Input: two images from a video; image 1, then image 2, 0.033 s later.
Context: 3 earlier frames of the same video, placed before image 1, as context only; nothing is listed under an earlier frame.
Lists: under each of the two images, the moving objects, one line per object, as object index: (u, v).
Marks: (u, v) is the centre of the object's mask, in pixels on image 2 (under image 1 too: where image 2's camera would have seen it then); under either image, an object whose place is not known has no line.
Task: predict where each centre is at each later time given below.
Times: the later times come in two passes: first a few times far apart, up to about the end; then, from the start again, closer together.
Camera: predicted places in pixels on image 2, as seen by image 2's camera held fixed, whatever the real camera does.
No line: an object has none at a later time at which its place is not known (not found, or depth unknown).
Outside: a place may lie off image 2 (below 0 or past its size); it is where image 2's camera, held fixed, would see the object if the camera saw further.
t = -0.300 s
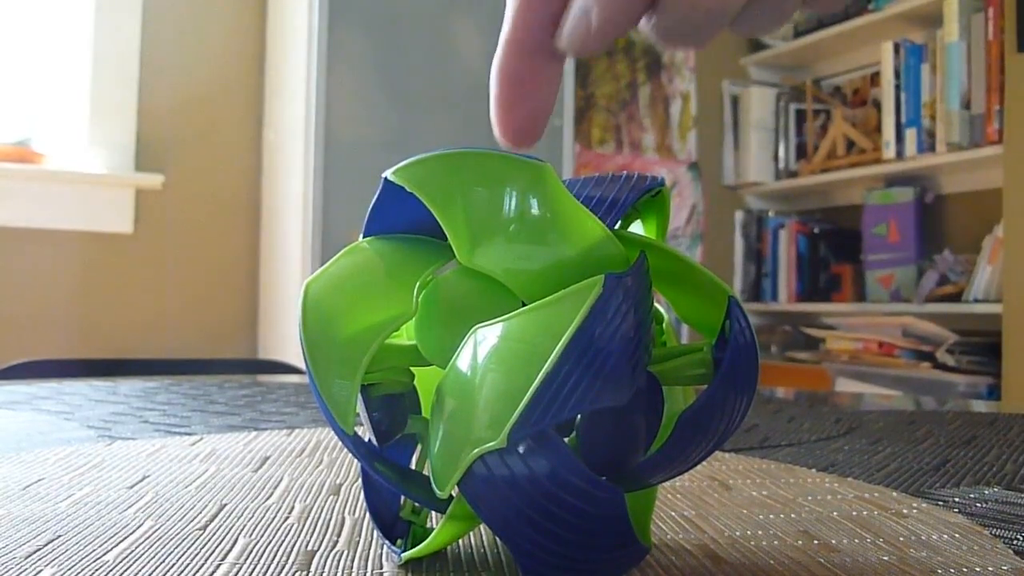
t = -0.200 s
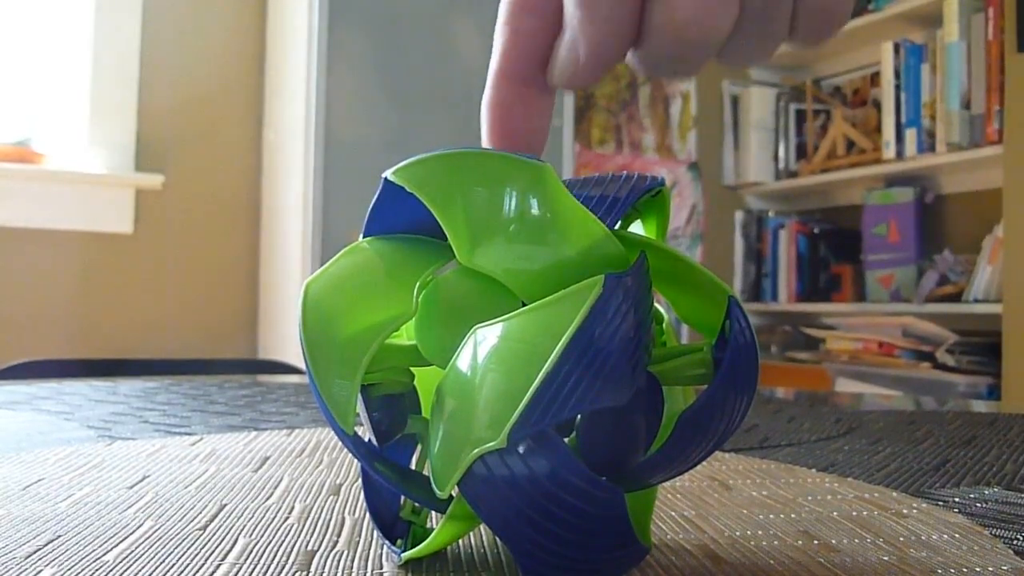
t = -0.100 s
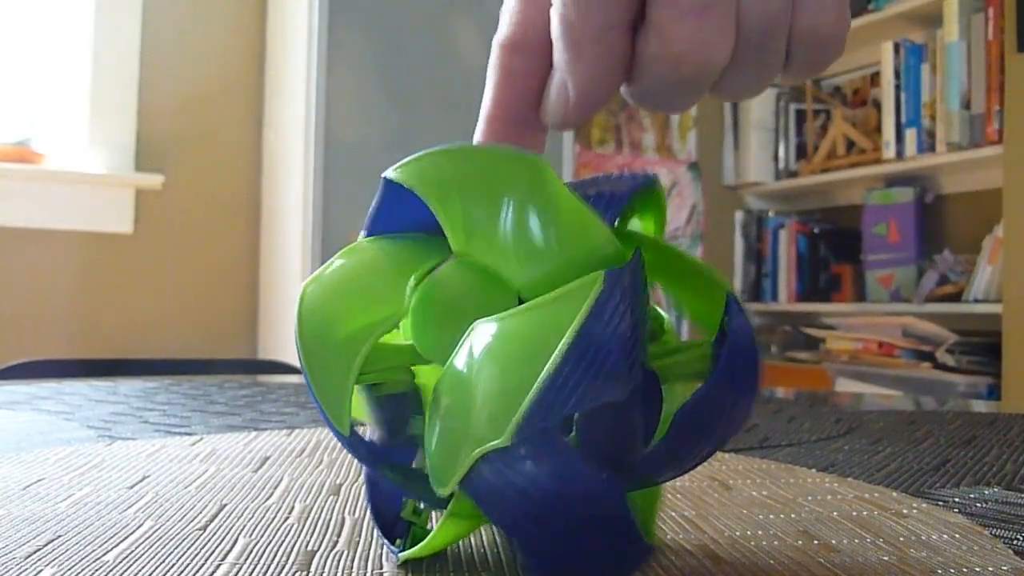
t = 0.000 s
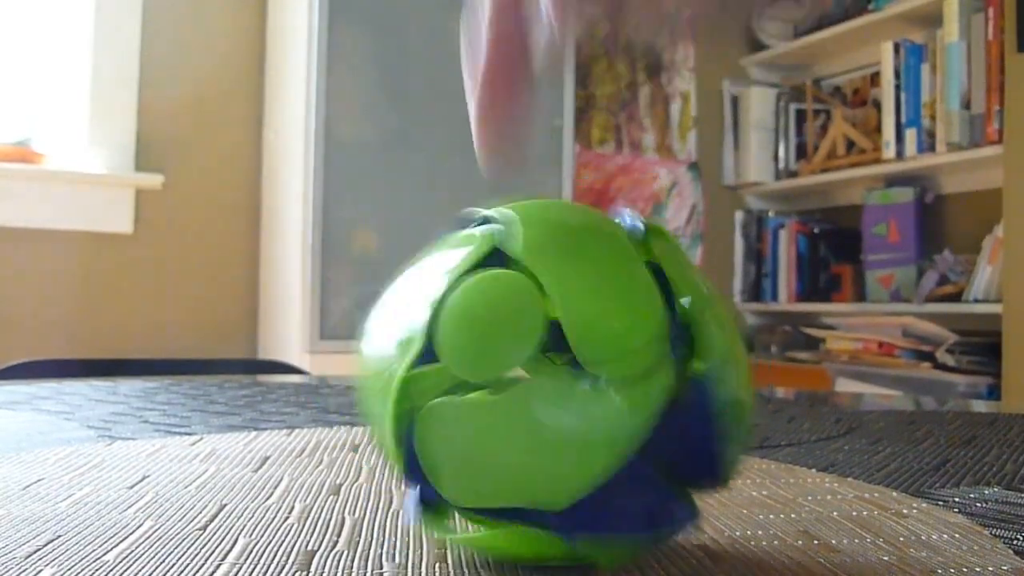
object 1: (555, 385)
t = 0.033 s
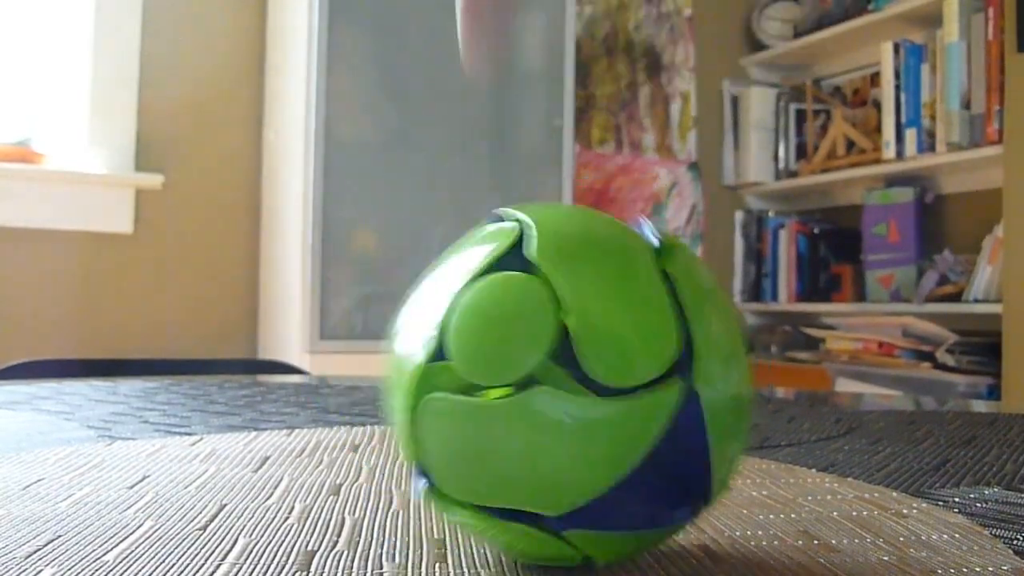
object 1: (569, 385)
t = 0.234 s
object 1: (655, 396)
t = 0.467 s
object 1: (681, 394)
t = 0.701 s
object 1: (652, 392)
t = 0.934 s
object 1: (662, 396)
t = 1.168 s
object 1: (671, 396)
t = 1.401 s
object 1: (669, 396)
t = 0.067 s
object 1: (584, 388)
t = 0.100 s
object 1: (596, 389)
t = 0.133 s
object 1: (608, 390)
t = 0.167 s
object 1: (622, 392)
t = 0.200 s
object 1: (637, 395)
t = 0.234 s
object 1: (655, 396)
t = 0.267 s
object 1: (671, 396)
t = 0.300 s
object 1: (683, 395)
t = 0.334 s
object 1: (692, 394)
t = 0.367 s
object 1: (696, 393)
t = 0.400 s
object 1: (696, 393)
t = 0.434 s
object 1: (691, 393)
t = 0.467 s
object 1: (681, 394)
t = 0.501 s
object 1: (669, 395)
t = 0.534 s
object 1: (657, 394)
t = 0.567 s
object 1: (649, 392)
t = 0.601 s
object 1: (645, 391)
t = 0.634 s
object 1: (644, 391)
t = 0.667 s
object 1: (646, 391)
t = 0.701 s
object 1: (652, 392)
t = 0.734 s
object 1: (662, 394)
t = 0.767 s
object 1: (670, 394)
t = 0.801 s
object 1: (675, 395)
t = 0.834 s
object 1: (675, 395)
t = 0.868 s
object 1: (671, 396)
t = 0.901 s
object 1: (666, 396)
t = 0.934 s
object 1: (662, 396)
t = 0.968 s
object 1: (660, 396)
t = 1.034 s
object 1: (662, 396)
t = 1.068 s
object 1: (666, 396)
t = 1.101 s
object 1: (670, 396)
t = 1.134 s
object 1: (672, 395)
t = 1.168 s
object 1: (671, 396)
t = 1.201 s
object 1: (669, 396)
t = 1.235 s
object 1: (666, 396)
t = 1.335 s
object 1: (668, 396)
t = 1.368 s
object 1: (669, 396)
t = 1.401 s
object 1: (669, 396)
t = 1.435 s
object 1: (669, 396)
